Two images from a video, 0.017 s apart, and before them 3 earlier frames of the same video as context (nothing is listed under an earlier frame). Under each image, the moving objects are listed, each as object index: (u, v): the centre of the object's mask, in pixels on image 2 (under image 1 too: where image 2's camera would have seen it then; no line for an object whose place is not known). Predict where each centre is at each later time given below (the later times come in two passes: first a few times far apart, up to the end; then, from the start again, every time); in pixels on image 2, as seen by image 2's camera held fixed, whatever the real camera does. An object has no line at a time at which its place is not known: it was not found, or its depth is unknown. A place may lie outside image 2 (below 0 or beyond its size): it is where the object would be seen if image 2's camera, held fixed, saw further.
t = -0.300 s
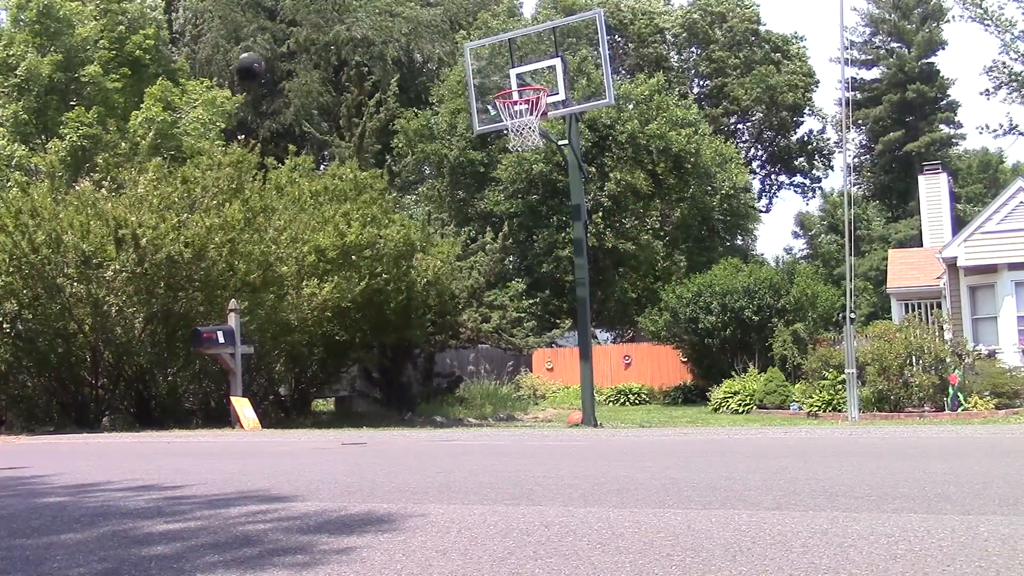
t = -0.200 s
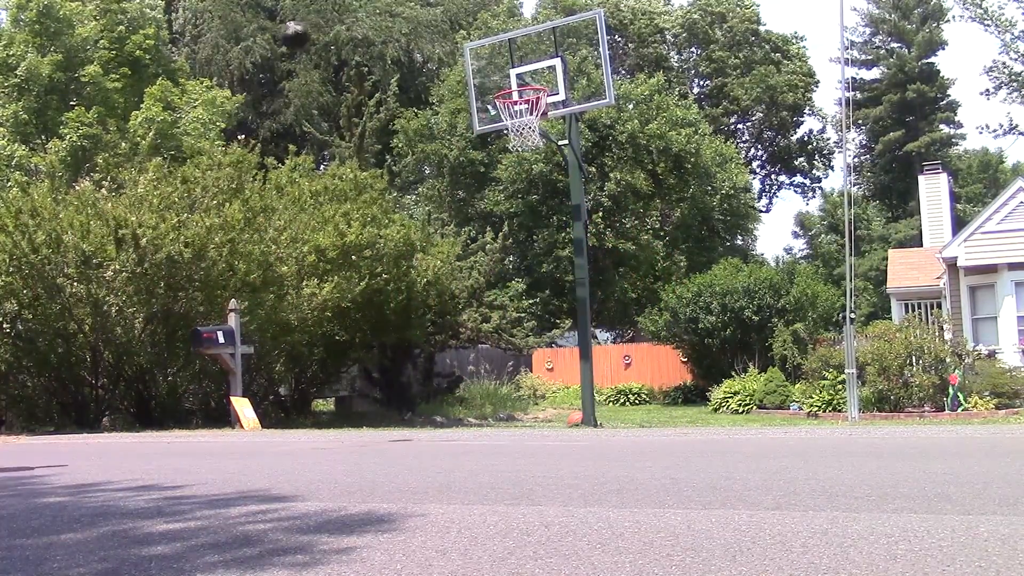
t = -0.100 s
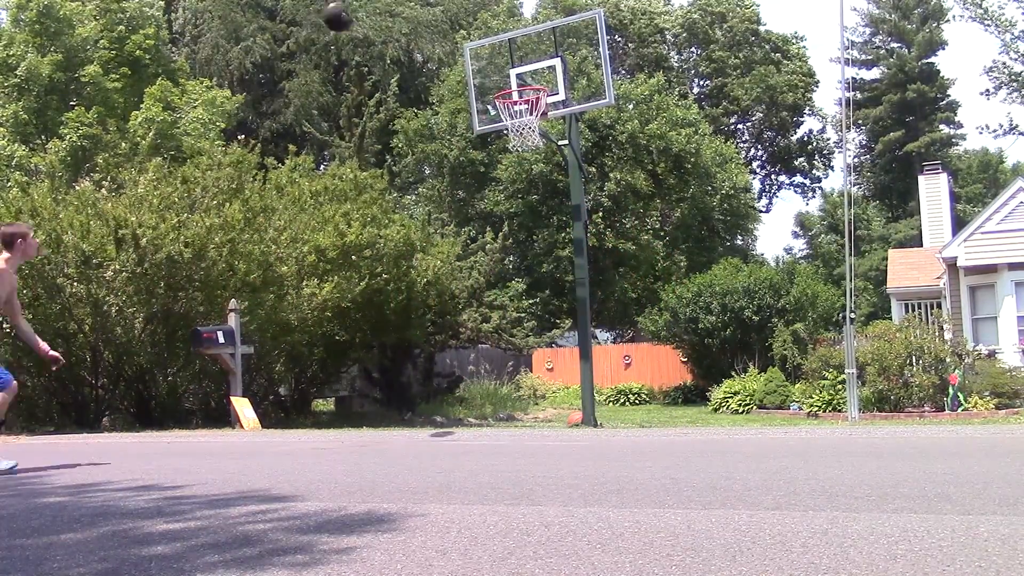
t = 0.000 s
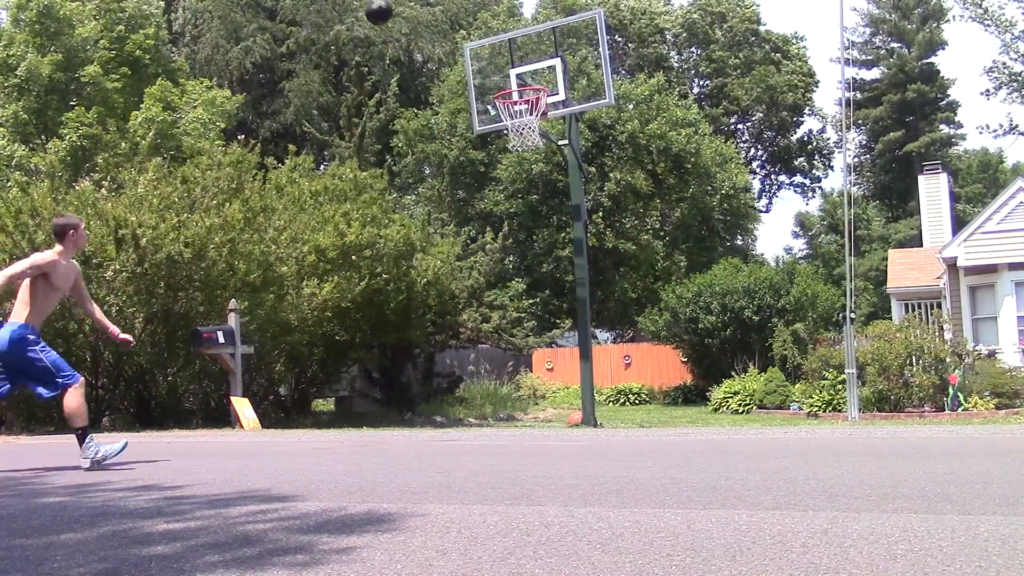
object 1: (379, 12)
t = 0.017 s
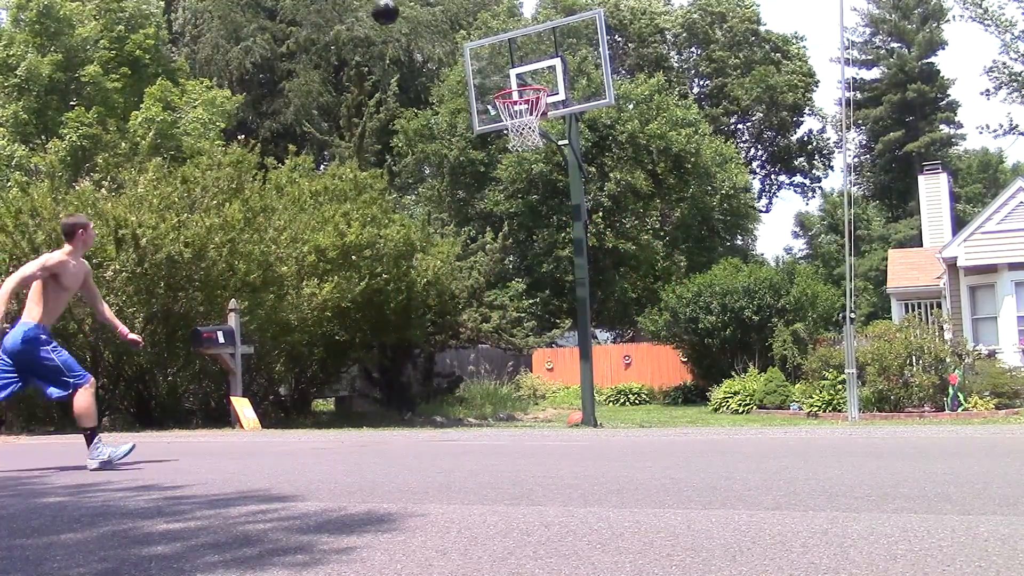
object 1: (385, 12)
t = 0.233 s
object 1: (466, 39)
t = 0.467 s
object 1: (499, 72)
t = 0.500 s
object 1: (498, 77)
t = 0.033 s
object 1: (391, 12)
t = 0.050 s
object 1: (398, 12)
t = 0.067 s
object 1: (405, 13)
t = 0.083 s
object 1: (410, 14)
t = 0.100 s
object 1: (416, 15)
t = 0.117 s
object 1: (423, 18)
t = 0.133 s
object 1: (430, 20)
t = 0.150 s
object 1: (437, 22)
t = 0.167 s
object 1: (442, 26)
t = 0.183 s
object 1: (448, 29)
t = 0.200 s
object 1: (455, 31)
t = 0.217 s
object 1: (461, 35)
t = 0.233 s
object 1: (466, 39)
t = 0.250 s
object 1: (473, 44)
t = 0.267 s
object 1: (478, 49)
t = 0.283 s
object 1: (484, 54)
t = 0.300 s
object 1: (490, 58)
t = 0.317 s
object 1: (496, 63)
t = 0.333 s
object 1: (502, 67)
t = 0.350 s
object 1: (501, 67)
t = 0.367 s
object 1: (501, 67)
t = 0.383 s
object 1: (501, 67)
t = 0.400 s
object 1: (500, 67)
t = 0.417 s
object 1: (500, 68)
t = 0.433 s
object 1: (500, 69)
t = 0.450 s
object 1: (499, 70)
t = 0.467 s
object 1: (499, 72)
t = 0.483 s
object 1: (499, 74)
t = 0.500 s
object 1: (498, 77)
